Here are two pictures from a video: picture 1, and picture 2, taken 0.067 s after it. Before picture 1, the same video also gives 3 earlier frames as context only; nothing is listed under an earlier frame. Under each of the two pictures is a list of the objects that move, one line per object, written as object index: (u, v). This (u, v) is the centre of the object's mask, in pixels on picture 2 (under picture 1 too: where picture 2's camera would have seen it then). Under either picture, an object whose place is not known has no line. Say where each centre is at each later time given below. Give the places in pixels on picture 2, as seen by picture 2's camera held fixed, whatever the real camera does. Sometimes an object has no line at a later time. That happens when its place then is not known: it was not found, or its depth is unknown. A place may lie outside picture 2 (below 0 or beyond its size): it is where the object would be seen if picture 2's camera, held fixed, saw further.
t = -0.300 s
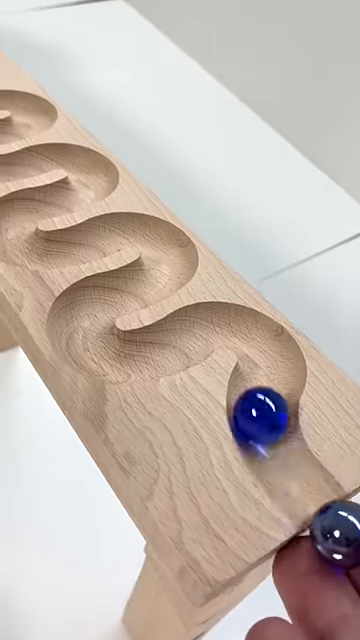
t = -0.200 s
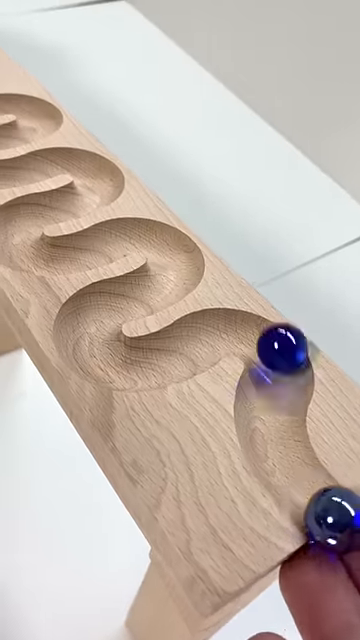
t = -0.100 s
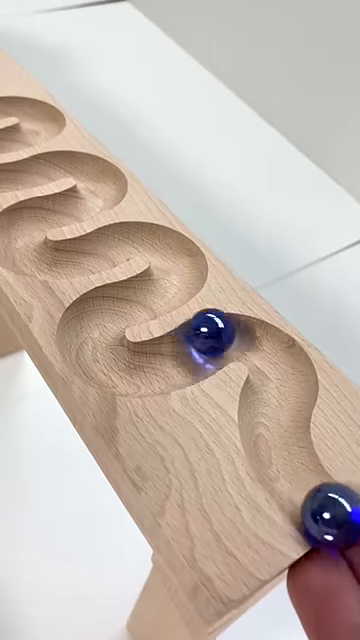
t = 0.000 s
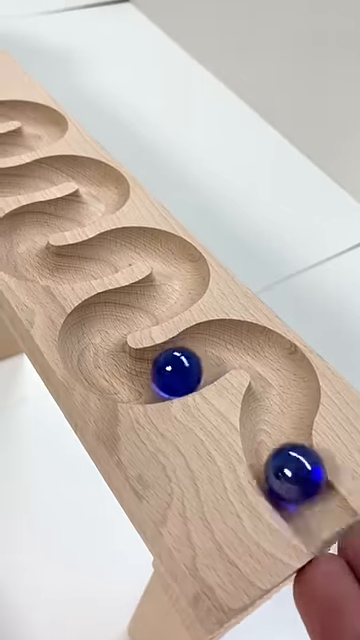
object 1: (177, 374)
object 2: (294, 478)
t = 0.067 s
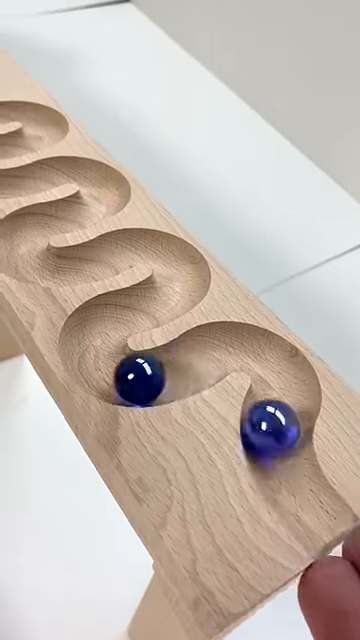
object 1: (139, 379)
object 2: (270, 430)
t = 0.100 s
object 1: (121, 380)
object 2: (277, 407)
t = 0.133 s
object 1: (108, 374)
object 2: (292, 379)
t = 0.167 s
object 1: (95, 362)
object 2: (283, 357)
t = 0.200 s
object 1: (84, 345)
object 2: (255, 349)
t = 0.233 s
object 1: (88, 332)
